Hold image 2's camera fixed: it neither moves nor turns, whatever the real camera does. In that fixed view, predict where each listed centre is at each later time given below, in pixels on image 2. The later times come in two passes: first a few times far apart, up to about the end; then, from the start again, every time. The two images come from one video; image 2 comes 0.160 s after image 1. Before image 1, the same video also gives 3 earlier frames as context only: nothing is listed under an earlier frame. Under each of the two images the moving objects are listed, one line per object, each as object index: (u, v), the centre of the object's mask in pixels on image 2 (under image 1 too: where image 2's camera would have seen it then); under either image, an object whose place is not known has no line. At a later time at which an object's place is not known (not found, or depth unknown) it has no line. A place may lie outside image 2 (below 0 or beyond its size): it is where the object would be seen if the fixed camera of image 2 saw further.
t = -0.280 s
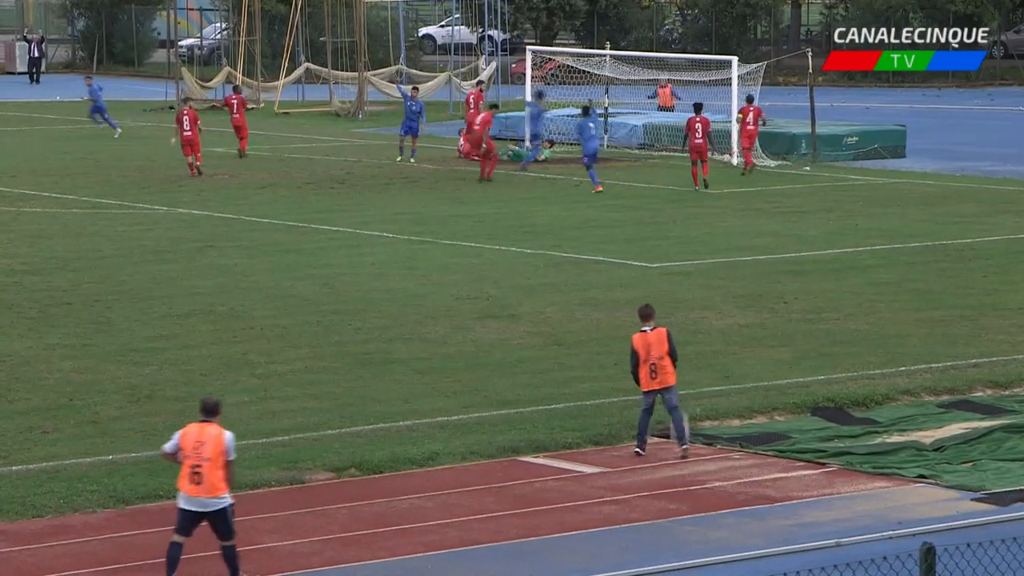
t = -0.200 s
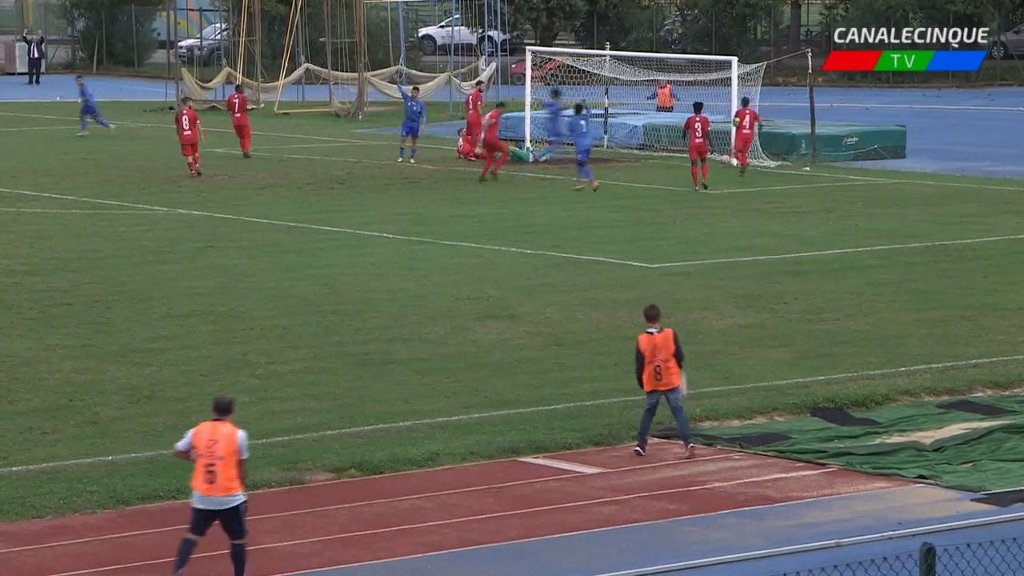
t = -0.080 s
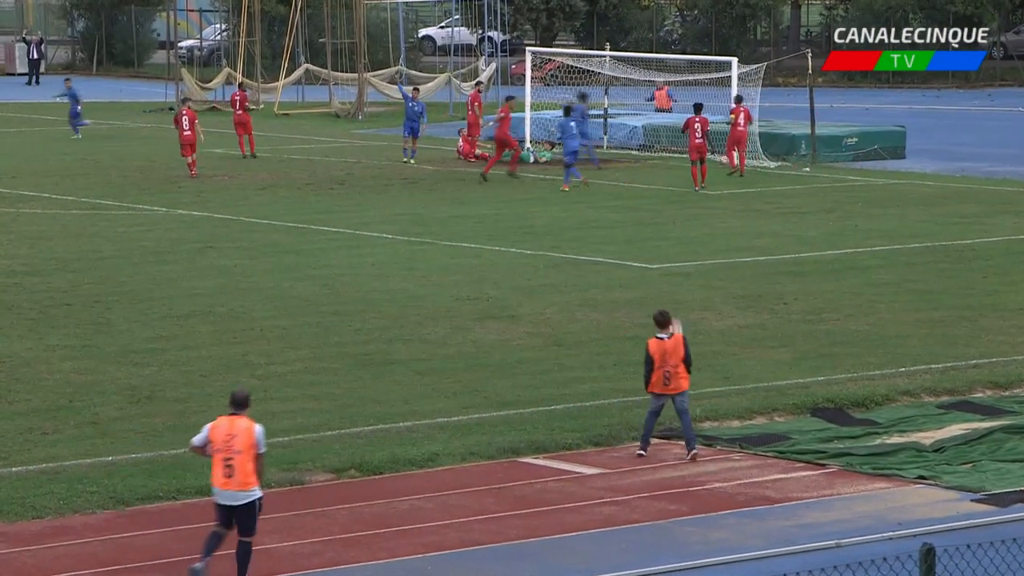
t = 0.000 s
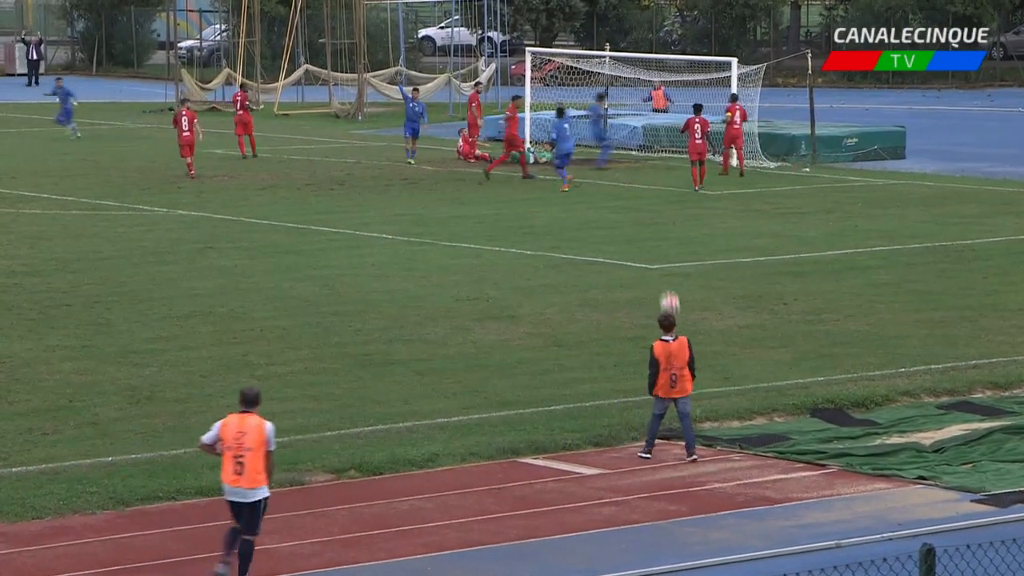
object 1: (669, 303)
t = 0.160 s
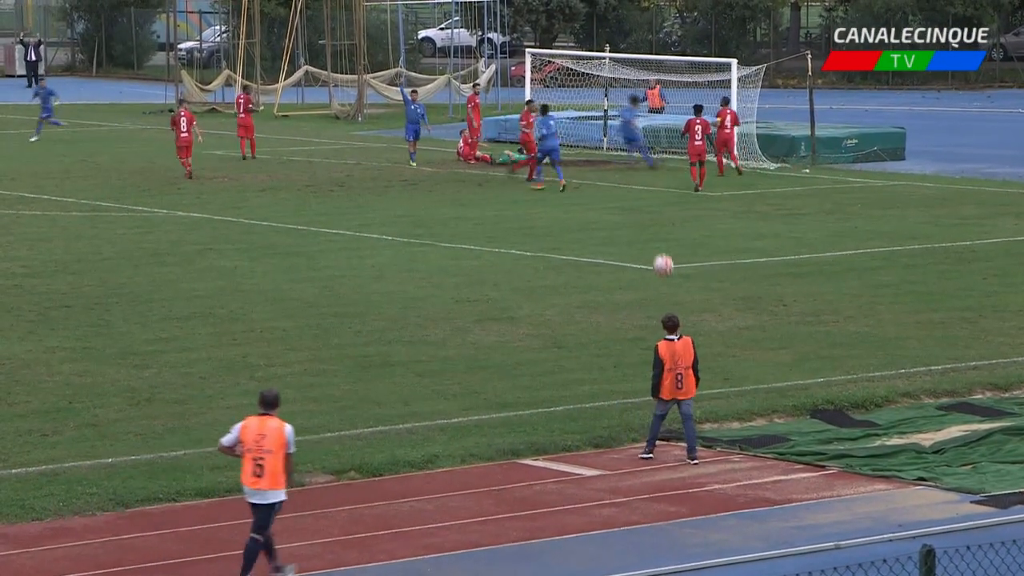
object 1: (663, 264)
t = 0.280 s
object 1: (658, 249)
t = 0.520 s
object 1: (647, 257)
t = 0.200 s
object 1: (661, 257)
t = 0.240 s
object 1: (660, 252)
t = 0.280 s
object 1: (658, 249)
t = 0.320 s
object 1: (656, 247)
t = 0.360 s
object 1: (654, 247)
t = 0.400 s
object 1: (653, 247)
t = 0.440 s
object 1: (651, 249)
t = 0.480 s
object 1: (650, 252)
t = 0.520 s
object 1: (647, 257)
